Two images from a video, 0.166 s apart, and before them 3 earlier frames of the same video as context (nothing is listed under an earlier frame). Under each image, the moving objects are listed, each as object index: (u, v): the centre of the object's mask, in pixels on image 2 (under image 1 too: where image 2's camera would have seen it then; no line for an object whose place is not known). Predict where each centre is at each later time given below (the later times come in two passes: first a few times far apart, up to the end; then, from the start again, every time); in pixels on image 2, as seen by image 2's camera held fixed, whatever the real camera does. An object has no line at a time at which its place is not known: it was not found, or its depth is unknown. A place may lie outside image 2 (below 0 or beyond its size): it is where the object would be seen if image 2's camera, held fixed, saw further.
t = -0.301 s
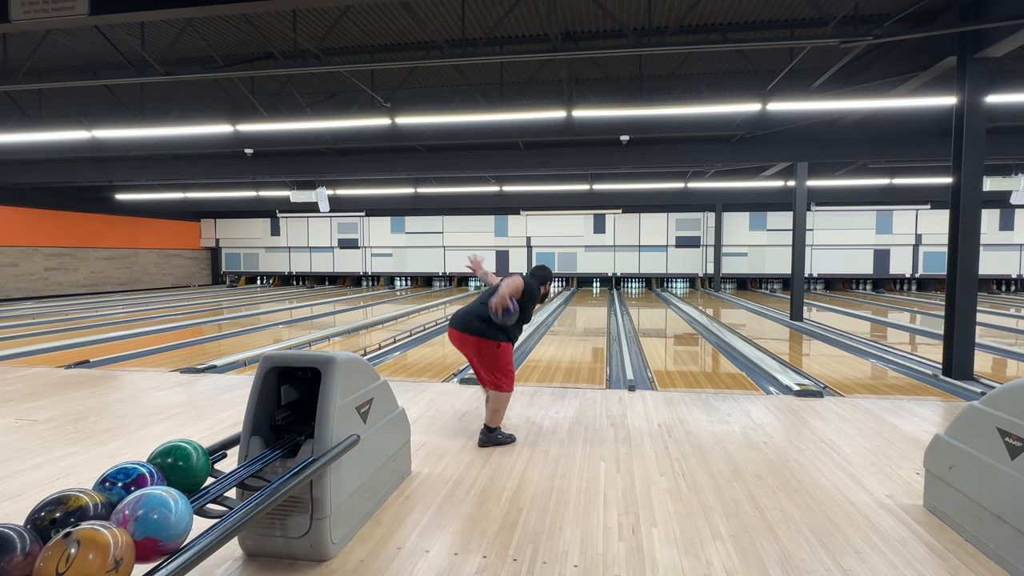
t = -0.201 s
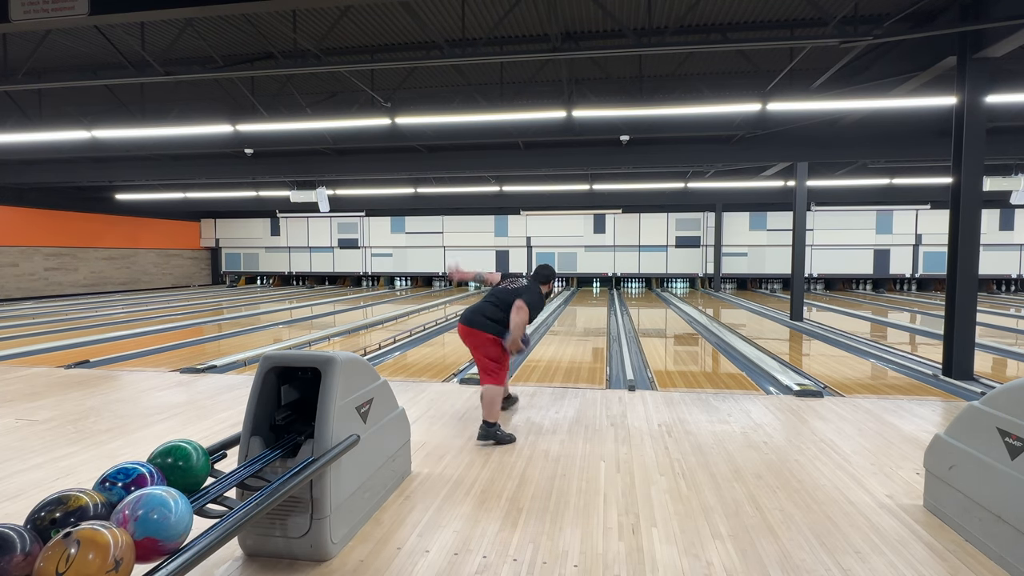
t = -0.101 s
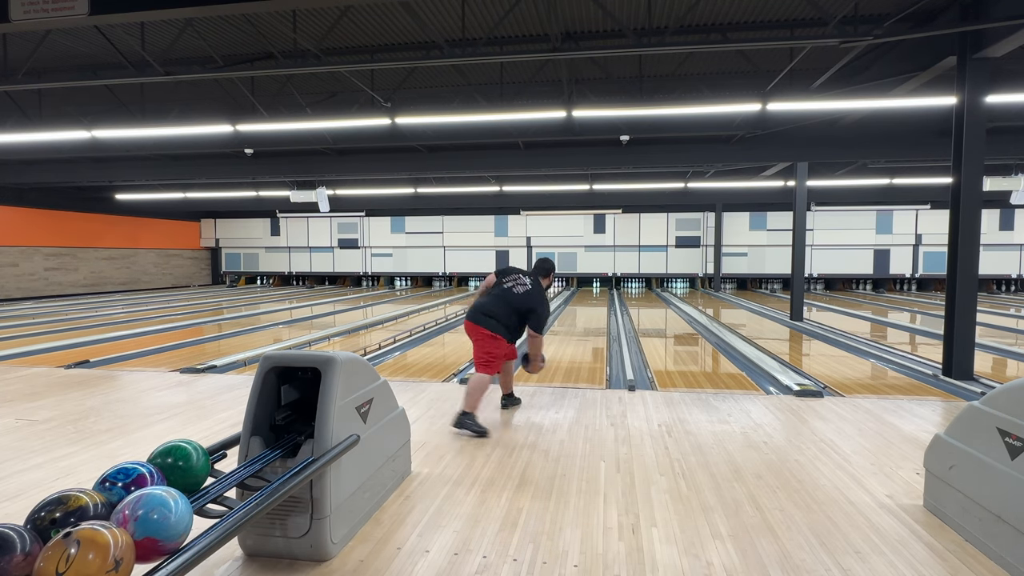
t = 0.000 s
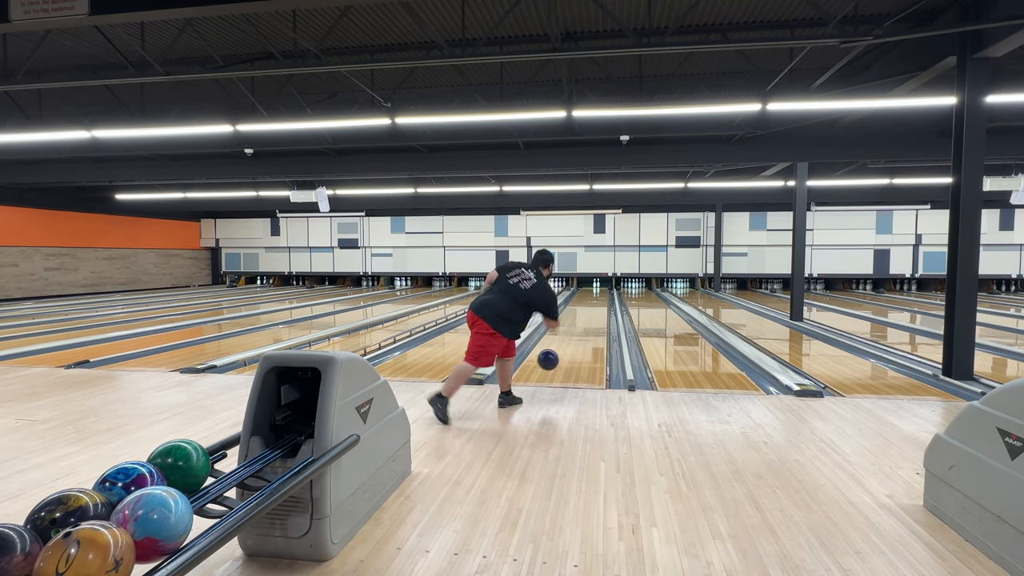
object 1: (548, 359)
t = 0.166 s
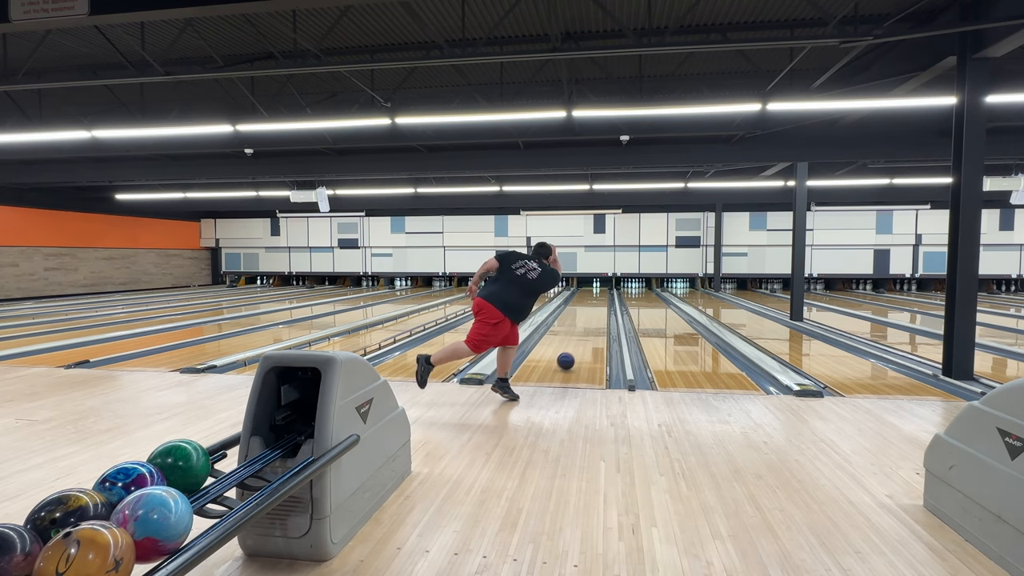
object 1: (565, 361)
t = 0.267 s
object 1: (573, 351)
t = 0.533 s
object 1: (588, 333)
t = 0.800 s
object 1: (598, 320)
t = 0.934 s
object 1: (601, 315)
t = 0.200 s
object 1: (568, 356)
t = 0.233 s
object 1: (571, 353)
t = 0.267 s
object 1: (573, 351)
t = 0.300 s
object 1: (575, 349)
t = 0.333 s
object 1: (578, 346)
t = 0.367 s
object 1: (580, 343)
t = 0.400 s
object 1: (582, 341)
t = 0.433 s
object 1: (583, 339)
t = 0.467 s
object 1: (585, 337)
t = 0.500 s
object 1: (587, 335)
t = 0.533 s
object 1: (588, 333)
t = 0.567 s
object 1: (590, 331)
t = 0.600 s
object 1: (591, 329)
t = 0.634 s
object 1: (592, 328)
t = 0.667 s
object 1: (594, 326)
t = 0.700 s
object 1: (595, 324)
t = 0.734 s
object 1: (596, 323)
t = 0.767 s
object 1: (597, 321)
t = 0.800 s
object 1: (598, 320)
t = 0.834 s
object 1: (599, 319)
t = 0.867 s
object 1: (599, 318)
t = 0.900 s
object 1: (600, 316)
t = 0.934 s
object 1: (601, 315)
